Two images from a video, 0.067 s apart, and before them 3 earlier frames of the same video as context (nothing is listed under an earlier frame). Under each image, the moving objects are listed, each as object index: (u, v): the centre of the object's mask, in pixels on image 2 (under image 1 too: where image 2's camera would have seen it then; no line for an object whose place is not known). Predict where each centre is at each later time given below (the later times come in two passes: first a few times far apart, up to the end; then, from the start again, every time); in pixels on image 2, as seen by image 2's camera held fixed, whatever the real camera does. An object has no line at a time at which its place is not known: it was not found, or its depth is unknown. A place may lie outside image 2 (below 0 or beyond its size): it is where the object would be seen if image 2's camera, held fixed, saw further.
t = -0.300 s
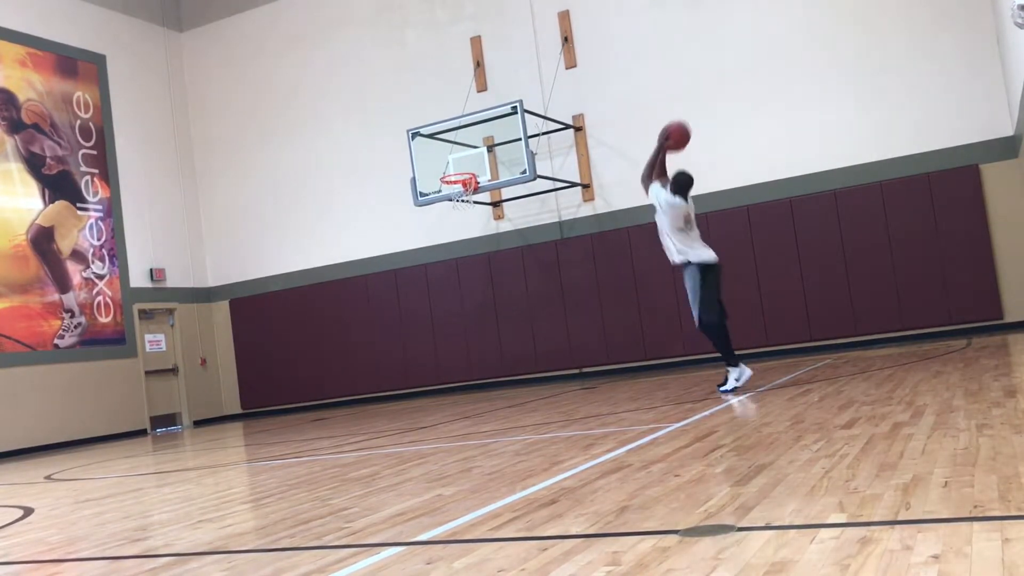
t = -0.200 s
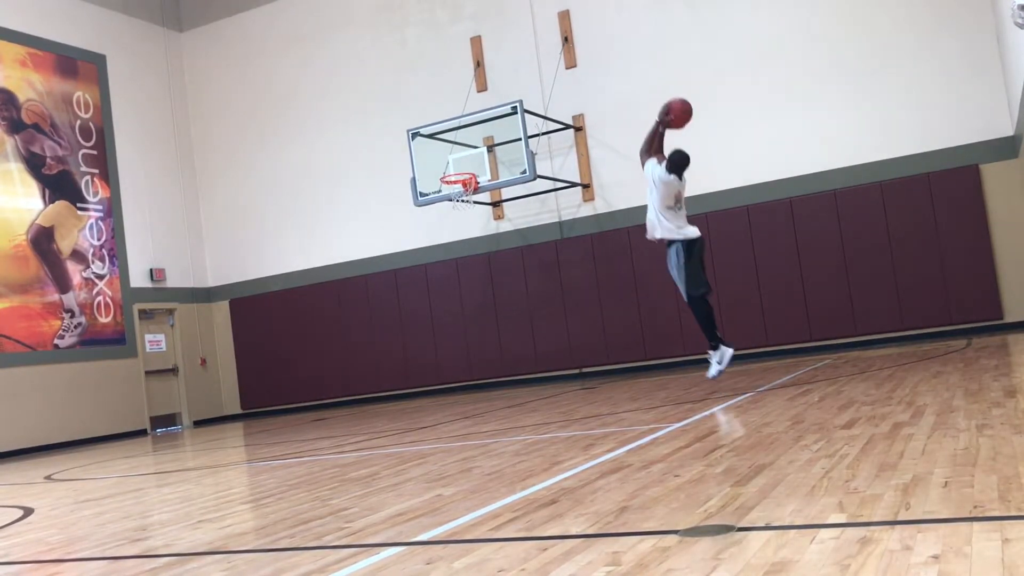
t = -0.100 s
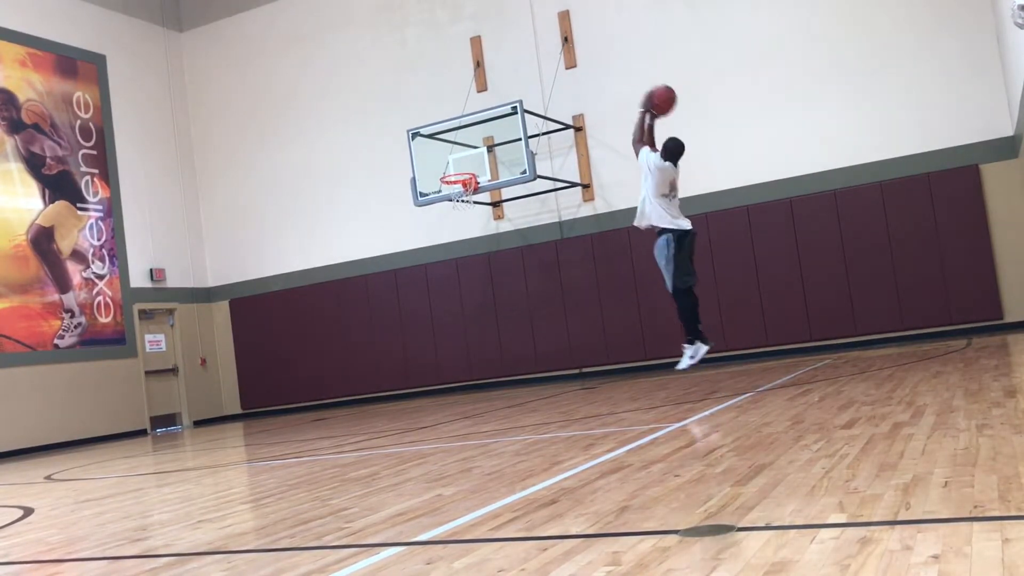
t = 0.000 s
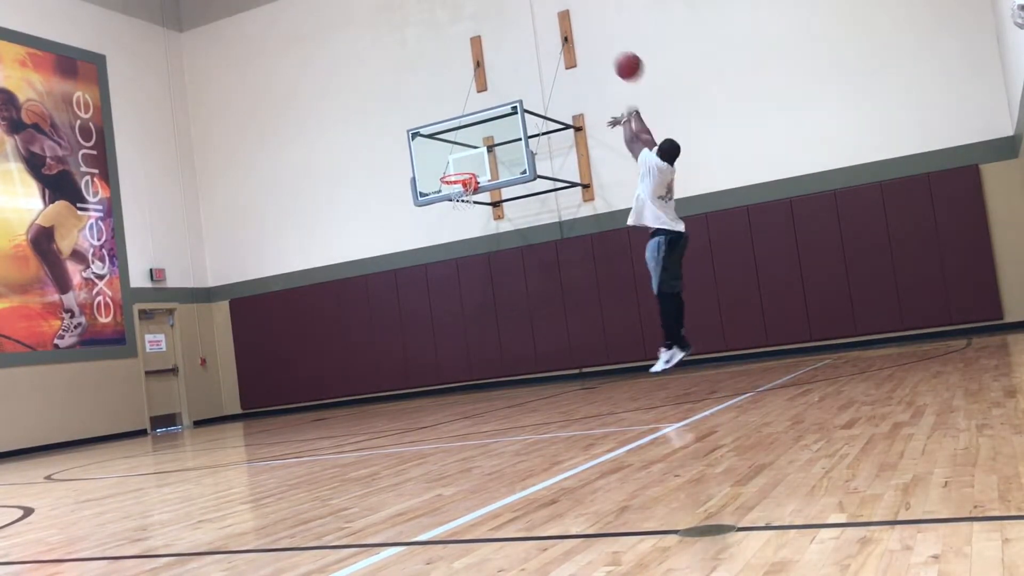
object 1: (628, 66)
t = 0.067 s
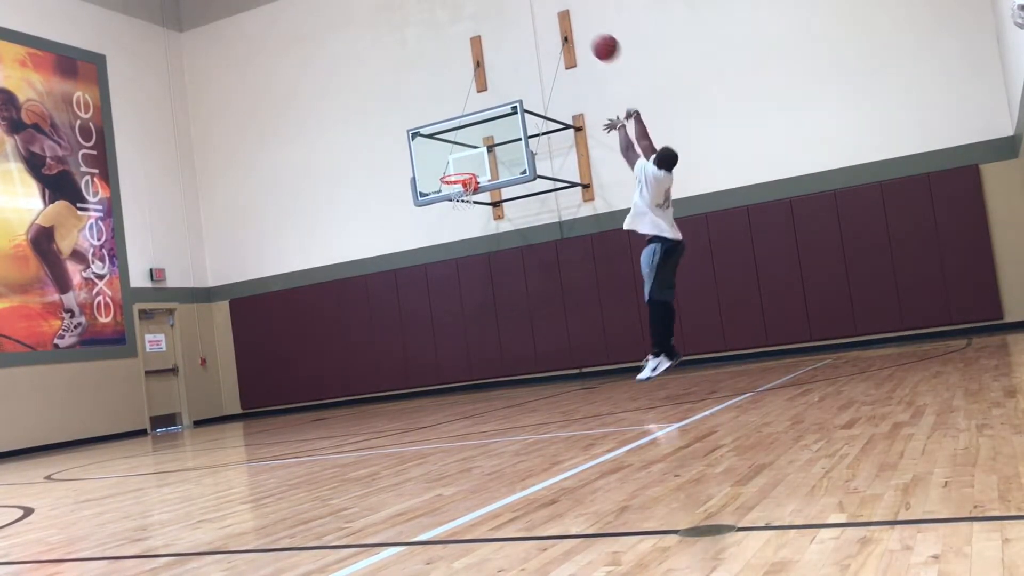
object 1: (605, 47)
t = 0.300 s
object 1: (540, 25)
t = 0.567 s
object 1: (493, 56)
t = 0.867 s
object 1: (459, 145)
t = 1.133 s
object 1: (465, 220)
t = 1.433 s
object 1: (495, 330)
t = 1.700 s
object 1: (518, 331)
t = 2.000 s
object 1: (541, 271)
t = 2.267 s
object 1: (572, 273)
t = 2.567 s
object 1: (613, 336)
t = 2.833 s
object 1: (640, 325)
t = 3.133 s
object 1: (667, 296)
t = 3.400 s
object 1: (699, 328)
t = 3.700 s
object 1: (730, 323)
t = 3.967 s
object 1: (758, 315)
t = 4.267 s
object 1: (795, 340)
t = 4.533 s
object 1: (824, 322)
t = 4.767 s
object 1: (855, 340)
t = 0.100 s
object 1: (594, 40)
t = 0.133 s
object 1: (585, 34)
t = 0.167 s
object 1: (575, 30)
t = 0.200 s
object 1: (566, 27)
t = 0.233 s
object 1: (558, 25)
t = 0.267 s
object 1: (548, 27)
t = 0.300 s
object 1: (540, 25)
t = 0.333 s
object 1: (536, 21)
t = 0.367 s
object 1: (528, 27)
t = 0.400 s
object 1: (521, 30)
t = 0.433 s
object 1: (515, 33)
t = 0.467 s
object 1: (509, 38)
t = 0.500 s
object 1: (503, 43)
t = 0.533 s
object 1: (497, 49)
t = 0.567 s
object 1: (493, 56)
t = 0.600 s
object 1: (488, 64)
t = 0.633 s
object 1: (484, 72)
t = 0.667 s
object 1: (479, 81)
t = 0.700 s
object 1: (475, 90)
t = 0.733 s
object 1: (472, 100)
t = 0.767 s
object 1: (468, 110)
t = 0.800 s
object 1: (465, 121)
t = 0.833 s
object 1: (462, 134)
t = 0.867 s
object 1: (459, 145)
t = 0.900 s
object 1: (457, 158)
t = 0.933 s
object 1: (454, 169)
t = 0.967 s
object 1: (452, 181)
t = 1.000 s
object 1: (452, 190)
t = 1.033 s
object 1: (457, 197)
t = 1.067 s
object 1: (459, 205)
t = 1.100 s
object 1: (462, 212)
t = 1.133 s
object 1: (465, 220)
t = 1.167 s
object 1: (468, 229)
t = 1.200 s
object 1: (471, 239)
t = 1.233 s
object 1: (475, 250)
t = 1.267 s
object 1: (477, 263)
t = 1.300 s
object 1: (479, 272)
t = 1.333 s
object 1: (484, 286)
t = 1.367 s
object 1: (487, 299)
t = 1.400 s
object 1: (491, 315)
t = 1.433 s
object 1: (495, 330)
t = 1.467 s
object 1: (499, 346)
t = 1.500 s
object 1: (503, 363)
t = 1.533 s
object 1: (508, 380)
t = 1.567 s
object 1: (511, 377)
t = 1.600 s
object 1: (512, 364)
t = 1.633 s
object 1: (514, 352)
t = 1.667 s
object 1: (515, 340)
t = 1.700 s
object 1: (518, 331)
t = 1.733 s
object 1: (519, 321)
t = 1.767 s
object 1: (522, 312)
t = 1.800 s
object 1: (524, 304)
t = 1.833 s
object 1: (527, 297)
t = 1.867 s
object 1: (530, 290)
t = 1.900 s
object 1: (532, 285)
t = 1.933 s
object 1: (536, 280)
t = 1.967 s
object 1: (538, 275)
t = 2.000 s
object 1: (541, 271)
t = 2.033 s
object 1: (545, 268)
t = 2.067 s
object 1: (548, 266)
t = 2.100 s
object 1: (552, 265)
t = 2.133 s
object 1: (555, 265)
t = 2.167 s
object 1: (559, 266)
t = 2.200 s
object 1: (563, 267)
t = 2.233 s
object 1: (567, 270)
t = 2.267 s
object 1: (572, 273)
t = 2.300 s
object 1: (575, 276)
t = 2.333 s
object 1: (579, 281)
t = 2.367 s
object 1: (584, 287)
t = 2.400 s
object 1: (588, 293)
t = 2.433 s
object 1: (593, 299)
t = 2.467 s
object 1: (598, 308)
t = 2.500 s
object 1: (604, 317)
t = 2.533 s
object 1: (609, 326)
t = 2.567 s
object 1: (613, 336)
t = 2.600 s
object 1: (619, 348)
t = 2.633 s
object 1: (624, 361)
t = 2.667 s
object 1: (630, 370)
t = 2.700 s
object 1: (631, 359)
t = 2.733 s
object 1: (633, 349)
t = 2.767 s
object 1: (636, 340)
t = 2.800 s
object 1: (638, 332)
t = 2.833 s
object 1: (640, 325)
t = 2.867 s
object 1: (641, 318)
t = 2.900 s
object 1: (645, 313)
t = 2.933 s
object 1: (647, 307)
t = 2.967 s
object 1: (650, 304)
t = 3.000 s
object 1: (654, 301)
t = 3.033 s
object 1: (657, 298)
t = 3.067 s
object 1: (659, 296)
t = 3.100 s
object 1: (663, 296)
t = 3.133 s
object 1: (667, 296)
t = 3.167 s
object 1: (671, 297)
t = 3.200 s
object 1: (674, 298)
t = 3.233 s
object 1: (678, 301)
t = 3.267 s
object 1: (682, 304)
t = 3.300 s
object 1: (686, 308)
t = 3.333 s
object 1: (691, 314)
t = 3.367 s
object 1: (695, 320)
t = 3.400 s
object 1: (699, 328)
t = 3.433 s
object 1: (705, 335)
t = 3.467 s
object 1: (709, 345)
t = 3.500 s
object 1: (715, 355)
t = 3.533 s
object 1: (719, 358)
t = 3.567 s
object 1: (721, 350)
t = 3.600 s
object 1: (723, 342)
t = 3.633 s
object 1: (725, 335)
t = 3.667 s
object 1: (727, 328)
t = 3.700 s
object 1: (730, 323)
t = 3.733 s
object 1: (734, 319)
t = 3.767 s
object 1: (737, 316)
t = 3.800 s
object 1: (740, 314)
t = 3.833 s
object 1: (743, 312)
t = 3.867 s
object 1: (747, 311)
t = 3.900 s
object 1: (751, 312)
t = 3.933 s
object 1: (756, 314)
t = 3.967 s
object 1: (758, 315)
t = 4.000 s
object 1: (762, 318)
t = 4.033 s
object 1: (766, 322)
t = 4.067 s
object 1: (771, 327)
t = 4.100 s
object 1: (775, 332)
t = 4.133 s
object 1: (780, 338)
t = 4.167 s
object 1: (785, 345)
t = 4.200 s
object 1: (790, 353)
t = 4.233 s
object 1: (792, 346)
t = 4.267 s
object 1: (795, 340)
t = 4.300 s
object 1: (798, 334)
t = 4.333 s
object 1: (801, 330)
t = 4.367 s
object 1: (804, 328)
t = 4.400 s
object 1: (808, 324)
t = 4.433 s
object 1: (812, 322)
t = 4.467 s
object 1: (815, 321)
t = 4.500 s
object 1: (820, 321)
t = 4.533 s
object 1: (824, 322)
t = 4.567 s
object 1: (828, 324)
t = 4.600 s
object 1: (832, 326)
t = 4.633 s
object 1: (837, 330)
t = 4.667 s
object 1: (842, 336)
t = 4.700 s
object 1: (847, 340)
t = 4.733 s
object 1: (852, 345)
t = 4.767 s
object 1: (855, 340)
